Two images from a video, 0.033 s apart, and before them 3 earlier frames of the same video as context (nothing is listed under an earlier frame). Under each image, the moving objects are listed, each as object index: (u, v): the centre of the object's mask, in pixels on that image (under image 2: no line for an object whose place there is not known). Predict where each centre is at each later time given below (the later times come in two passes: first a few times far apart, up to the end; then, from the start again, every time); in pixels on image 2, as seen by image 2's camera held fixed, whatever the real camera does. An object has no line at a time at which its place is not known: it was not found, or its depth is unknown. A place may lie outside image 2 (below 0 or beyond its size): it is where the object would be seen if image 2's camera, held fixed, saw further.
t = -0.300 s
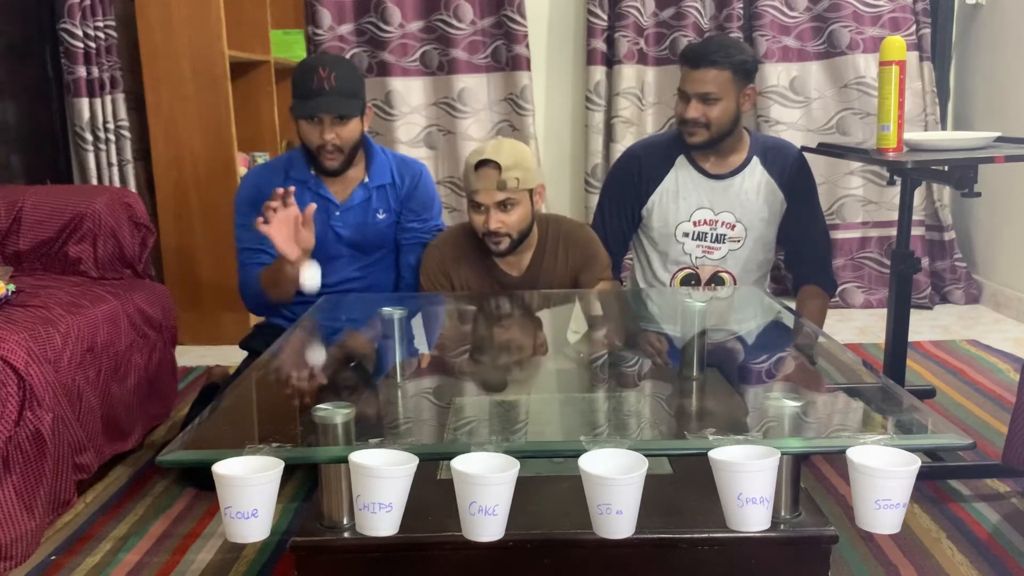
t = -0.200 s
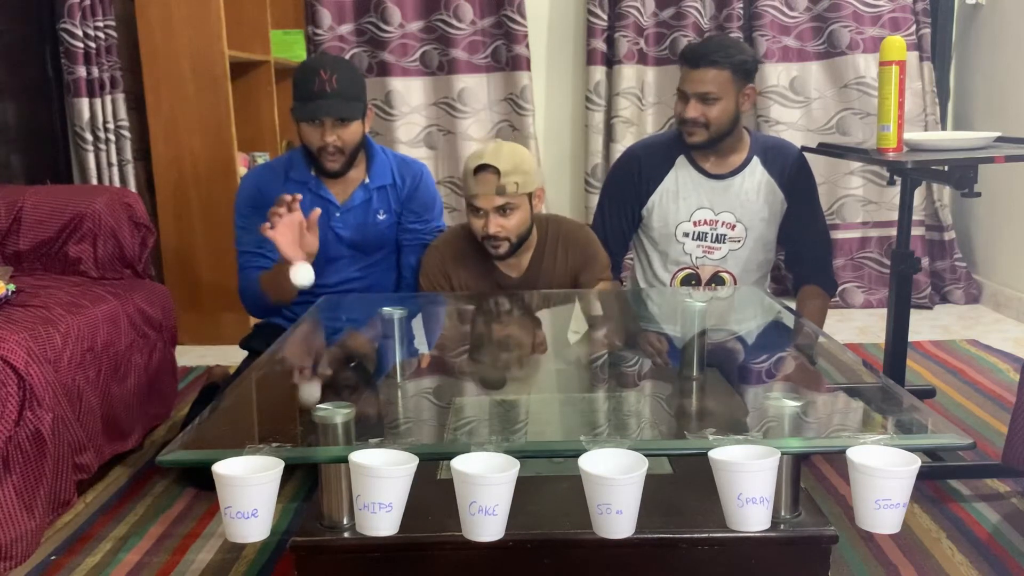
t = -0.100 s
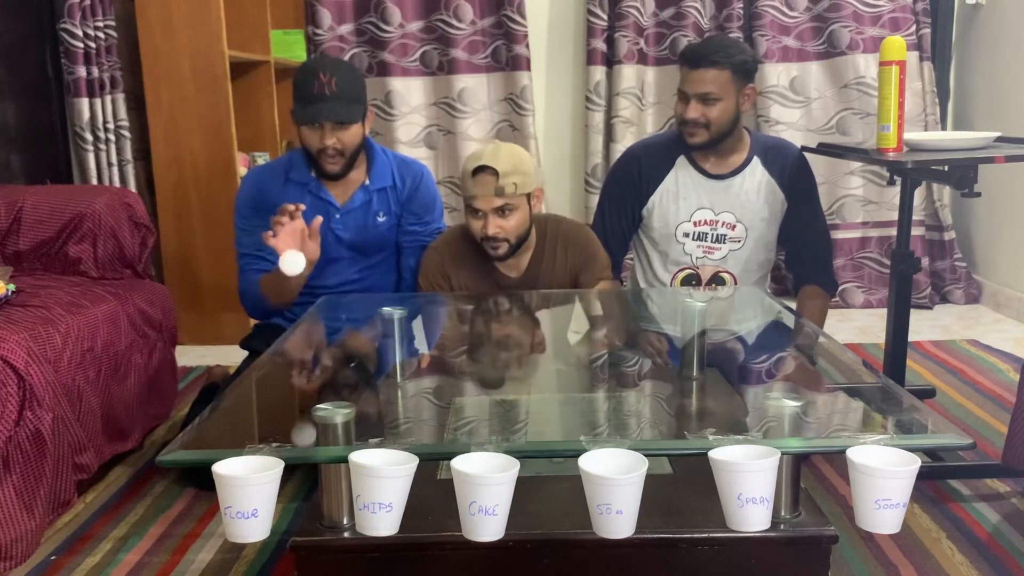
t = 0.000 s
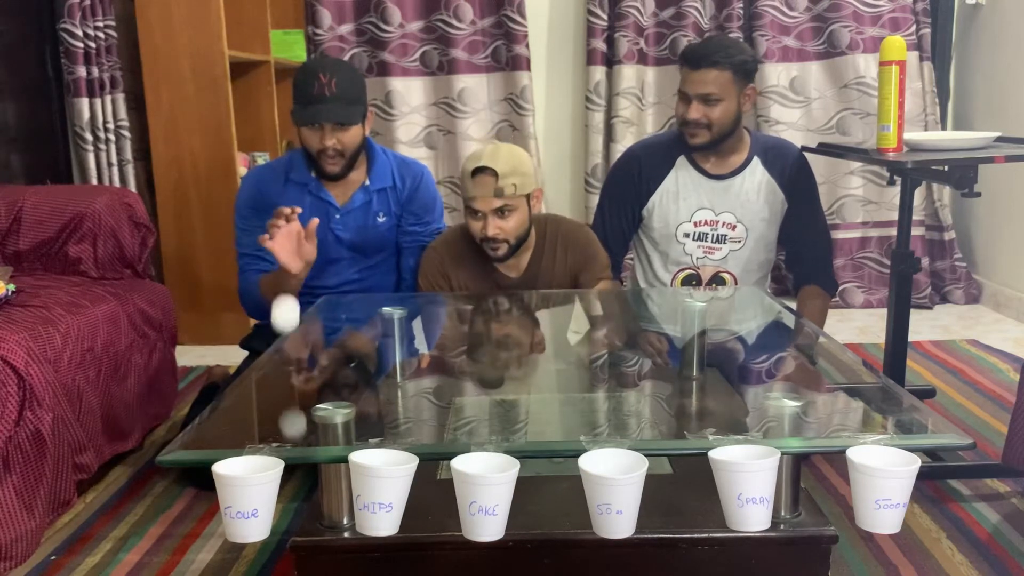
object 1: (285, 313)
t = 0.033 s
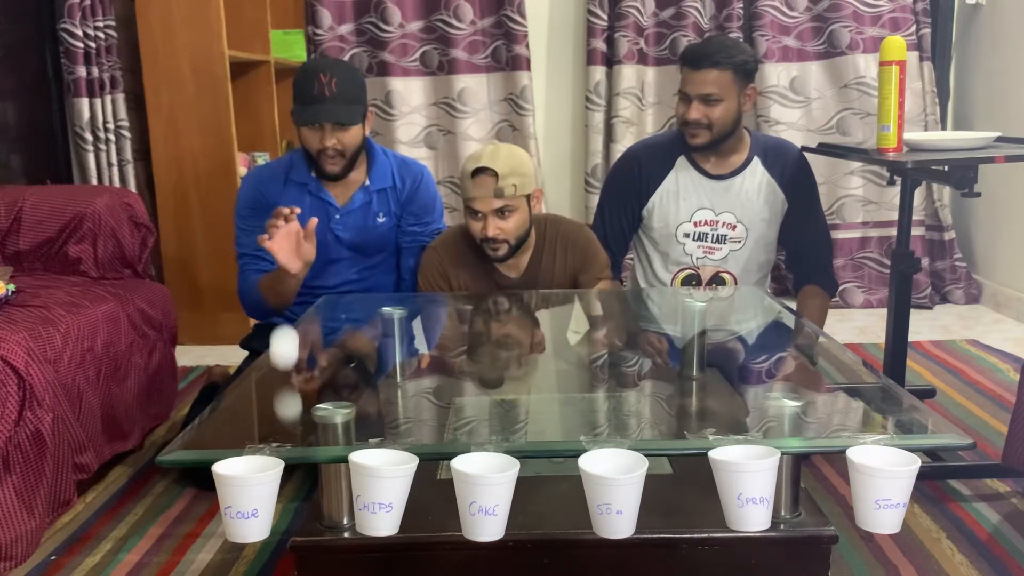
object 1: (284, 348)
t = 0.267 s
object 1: (241, 360)
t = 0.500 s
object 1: (176, 436)
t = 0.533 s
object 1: (167, 473)
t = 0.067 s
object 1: (280, 353)
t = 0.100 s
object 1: (272, 334)
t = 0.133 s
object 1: (266, 323)
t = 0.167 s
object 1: (259, 320)
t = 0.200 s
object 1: (253, 324)
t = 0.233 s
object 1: (247, 336)
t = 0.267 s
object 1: (241, 360)
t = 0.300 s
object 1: (236, 392)
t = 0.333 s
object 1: (231, 422)
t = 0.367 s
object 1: (219, 407)
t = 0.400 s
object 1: (208, 400)
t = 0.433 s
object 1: (197, 402)
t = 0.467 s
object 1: (187, 413)
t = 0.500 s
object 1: (176, 436)
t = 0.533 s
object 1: (167, 473)
